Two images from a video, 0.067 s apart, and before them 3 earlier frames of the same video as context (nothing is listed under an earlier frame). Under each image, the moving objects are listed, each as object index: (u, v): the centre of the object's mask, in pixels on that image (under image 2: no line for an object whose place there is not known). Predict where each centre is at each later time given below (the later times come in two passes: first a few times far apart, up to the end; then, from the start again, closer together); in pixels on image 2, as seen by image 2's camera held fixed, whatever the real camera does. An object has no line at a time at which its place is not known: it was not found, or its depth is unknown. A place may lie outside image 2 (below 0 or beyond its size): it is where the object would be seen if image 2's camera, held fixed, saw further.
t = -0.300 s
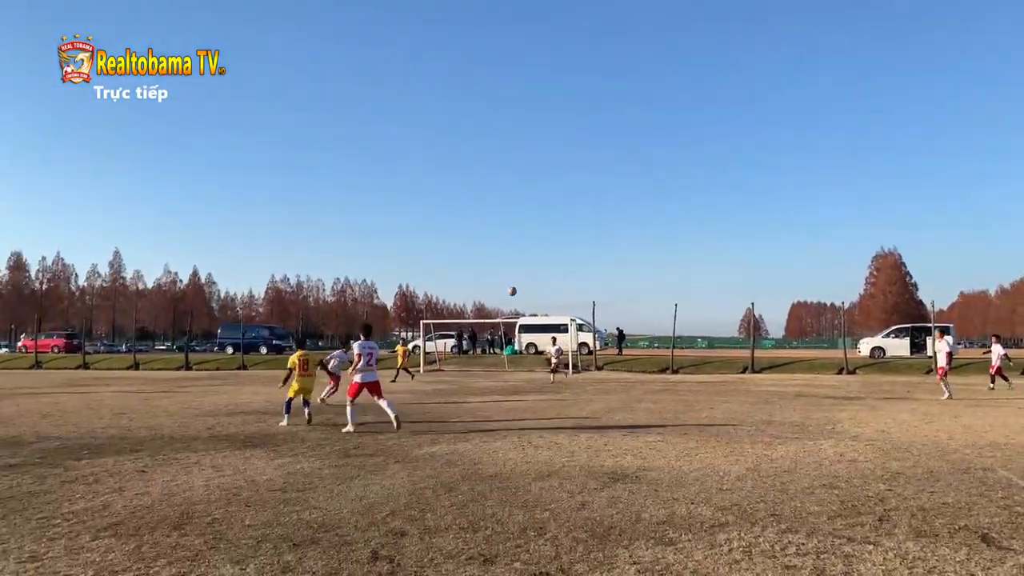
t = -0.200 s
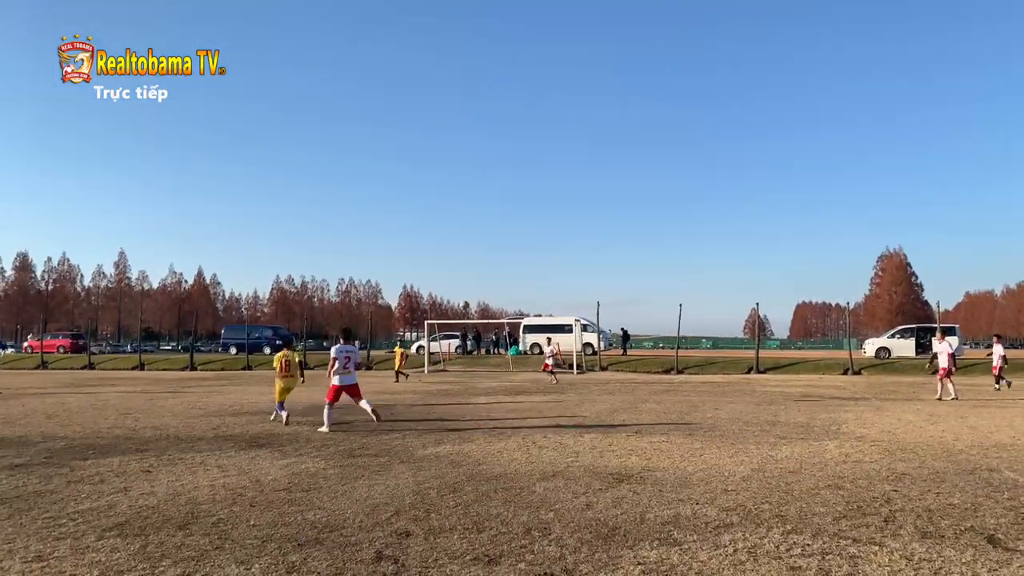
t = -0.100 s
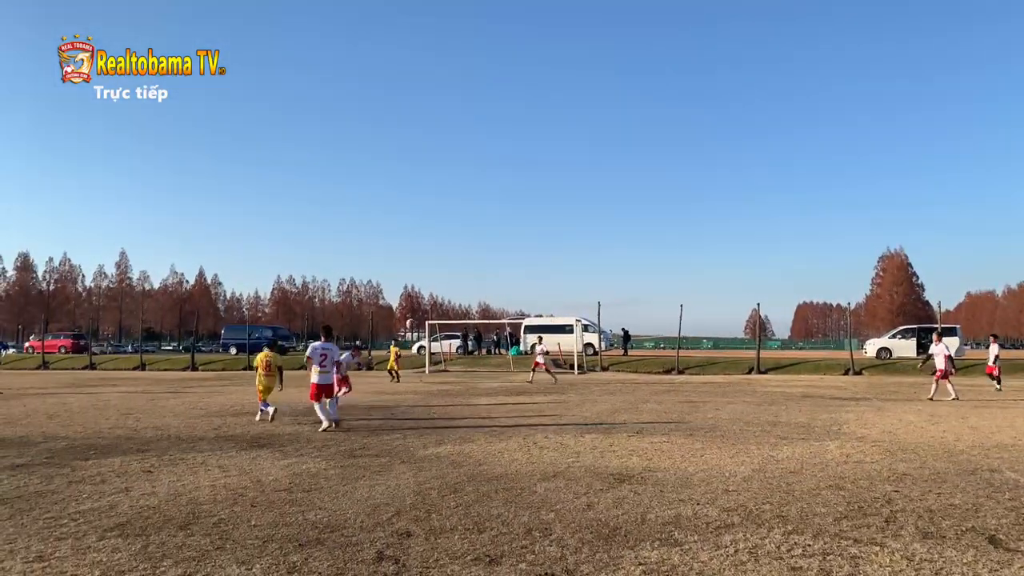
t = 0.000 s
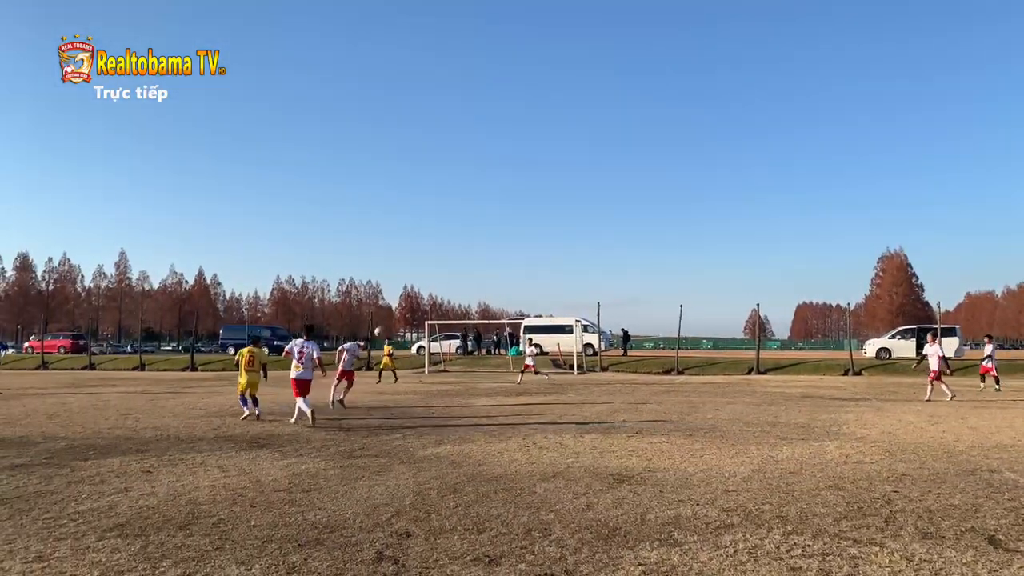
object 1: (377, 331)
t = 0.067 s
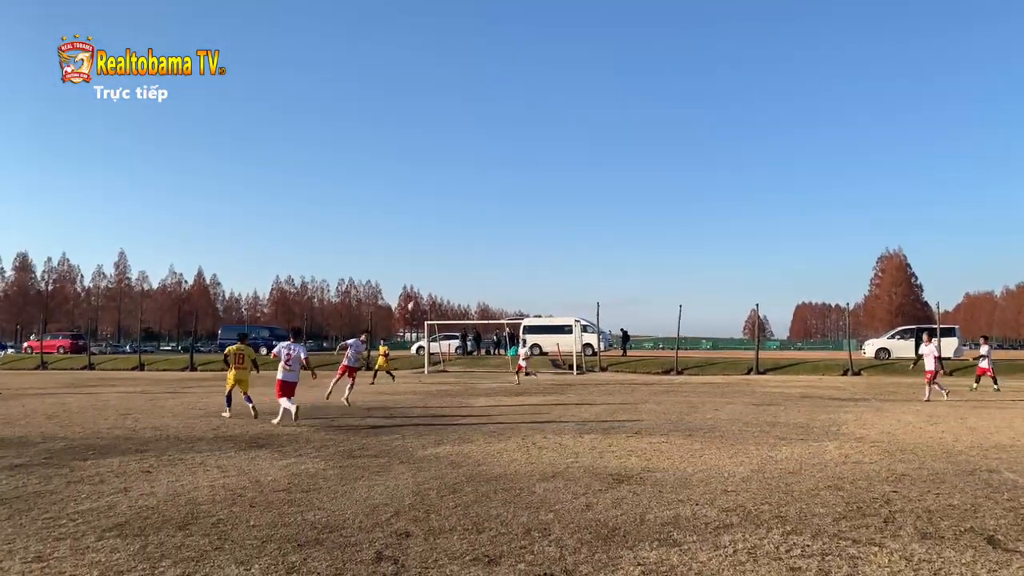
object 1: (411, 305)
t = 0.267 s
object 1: (517, 243)
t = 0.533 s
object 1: (669, 182)
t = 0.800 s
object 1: (842, 154)
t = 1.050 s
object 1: (1028, 164)
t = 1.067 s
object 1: (1042, 167)
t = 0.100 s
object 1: (431, 296)
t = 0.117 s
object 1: (439, 290)
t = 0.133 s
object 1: (447, 284)
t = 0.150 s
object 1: (456, 278)
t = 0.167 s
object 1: (465, 273)
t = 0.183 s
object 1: (473, 267)
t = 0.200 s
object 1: (482, 262)
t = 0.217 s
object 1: (491, 257)
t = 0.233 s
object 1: (500, 252)
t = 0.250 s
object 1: (509, 248)
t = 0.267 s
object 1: (517, 243)
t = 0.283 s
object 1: (527, 239)
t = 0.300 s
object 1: (535, 234)
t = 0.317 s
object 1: (545, 229)
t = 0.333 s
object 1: (554, 225)
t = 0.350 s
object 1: (562, 221)
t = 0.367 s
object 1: (572, 217)
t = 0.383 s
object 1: (581, 213)
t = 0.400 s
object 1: (590, 209)
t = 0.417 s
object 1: (600, 205)
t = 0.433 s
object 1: (610, 202)
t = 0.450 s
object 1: (619, 199)
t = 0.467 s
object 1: (630, 195)
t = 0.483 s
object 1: (639, 192)
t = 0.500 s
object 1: (649, 188)
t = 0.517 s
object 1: (659, 185)
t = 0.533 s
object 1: (669, 182)
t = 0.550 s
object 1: (679, 179)
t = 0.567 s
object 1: (689, 177)
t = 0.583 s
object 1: (700, 174)
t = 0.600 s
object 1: (710, 172)
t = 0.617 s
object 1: (721, 170)
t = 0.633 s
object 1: (731, 168)
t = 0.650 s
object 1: (742, 165)
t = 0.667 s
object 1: (753, 163)
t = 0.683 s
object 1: (764, 162)
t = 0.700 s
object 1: (775, 160)
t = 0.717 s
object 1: (786, 159)
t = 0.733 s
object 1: (797, 157)
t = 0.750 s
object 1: (808, 156)
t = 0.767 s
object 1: (819, 155)
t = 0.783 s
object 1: (831, 154)
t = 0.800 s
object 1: (842, 154)
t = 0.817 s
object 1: (854, 153)
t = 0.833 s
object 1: (865, 153)
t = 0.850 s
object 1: (878, 153)
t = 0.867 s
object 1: (890, 153)
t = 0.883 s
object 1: (902, 152)
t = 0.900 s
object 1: (914, 153)
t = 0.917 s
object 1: (926, 153)
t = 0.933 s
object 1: (937, 154)
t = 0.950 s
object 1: (950, 155)
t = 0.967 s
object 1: (962, 156)
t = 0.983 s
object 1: (976, 157)
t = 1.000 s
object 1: (989, 159)
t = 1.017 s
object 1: (1002, 160)
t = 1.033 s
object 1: (1015, 162)
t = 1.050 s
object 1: (1028, 164)
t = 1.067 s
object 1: (1042, 167)
